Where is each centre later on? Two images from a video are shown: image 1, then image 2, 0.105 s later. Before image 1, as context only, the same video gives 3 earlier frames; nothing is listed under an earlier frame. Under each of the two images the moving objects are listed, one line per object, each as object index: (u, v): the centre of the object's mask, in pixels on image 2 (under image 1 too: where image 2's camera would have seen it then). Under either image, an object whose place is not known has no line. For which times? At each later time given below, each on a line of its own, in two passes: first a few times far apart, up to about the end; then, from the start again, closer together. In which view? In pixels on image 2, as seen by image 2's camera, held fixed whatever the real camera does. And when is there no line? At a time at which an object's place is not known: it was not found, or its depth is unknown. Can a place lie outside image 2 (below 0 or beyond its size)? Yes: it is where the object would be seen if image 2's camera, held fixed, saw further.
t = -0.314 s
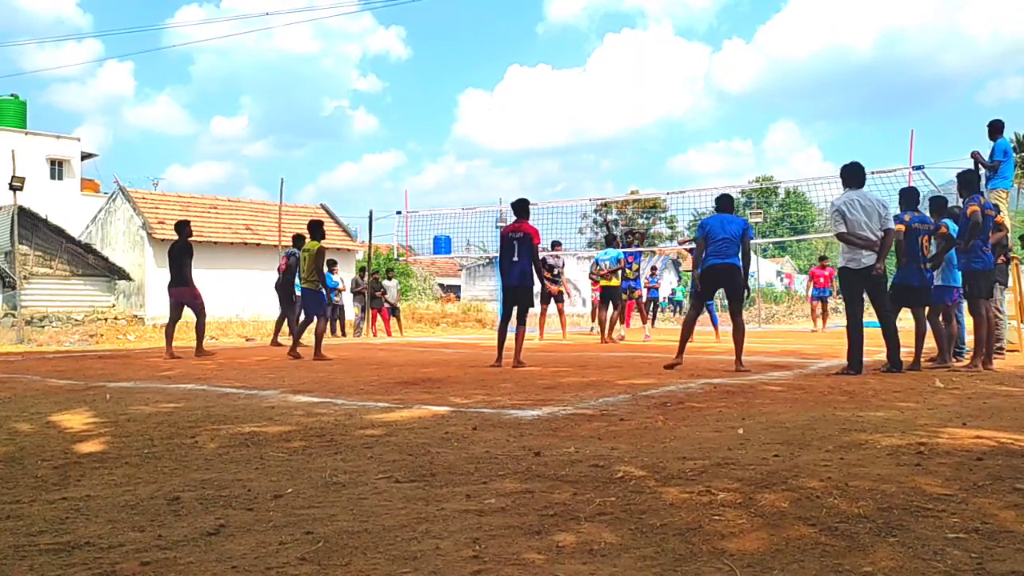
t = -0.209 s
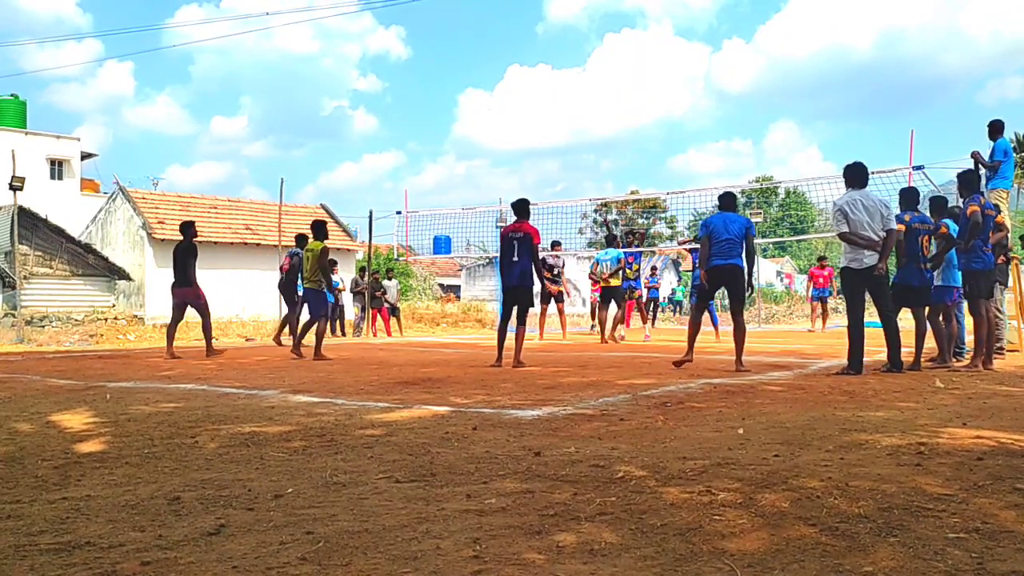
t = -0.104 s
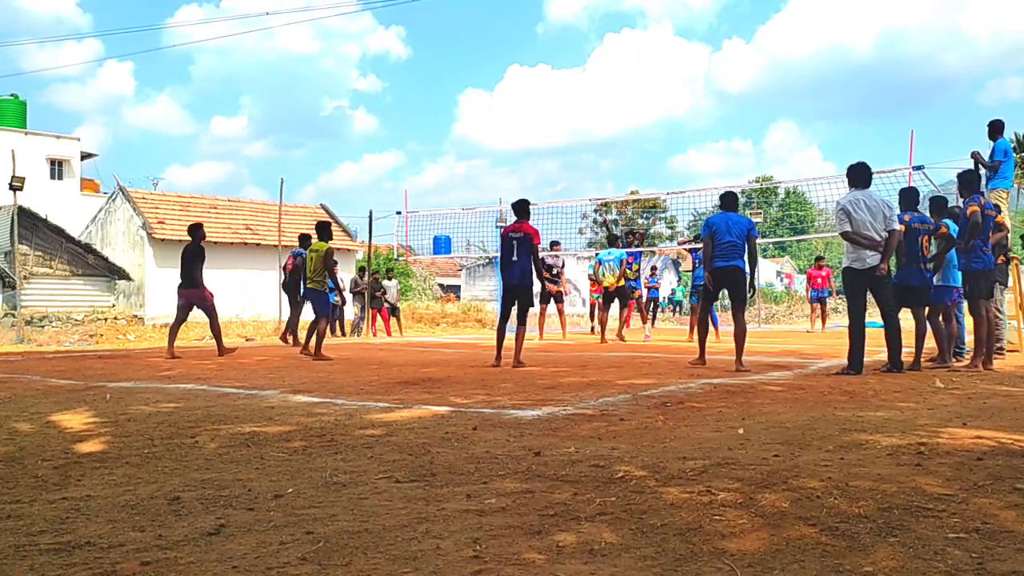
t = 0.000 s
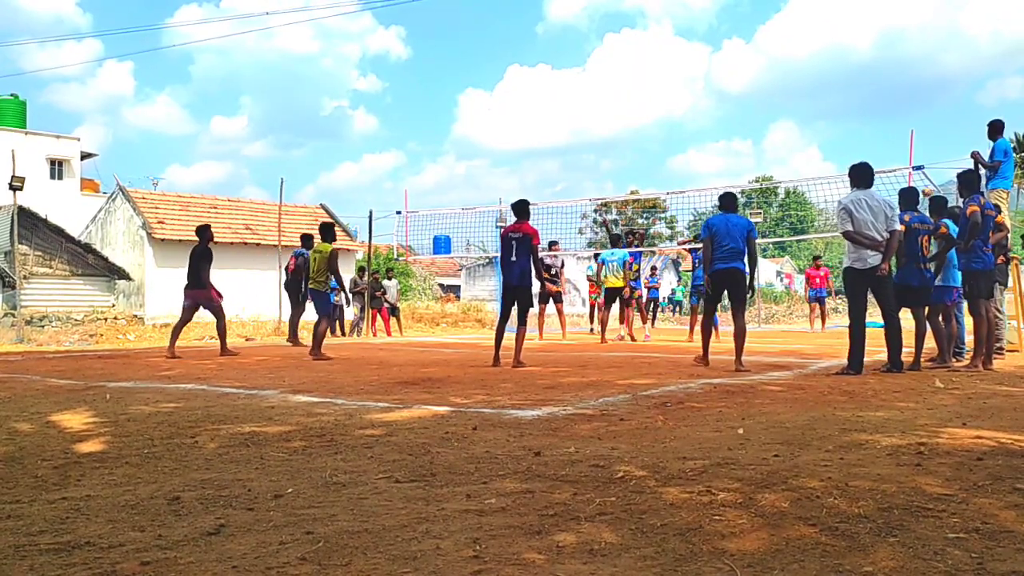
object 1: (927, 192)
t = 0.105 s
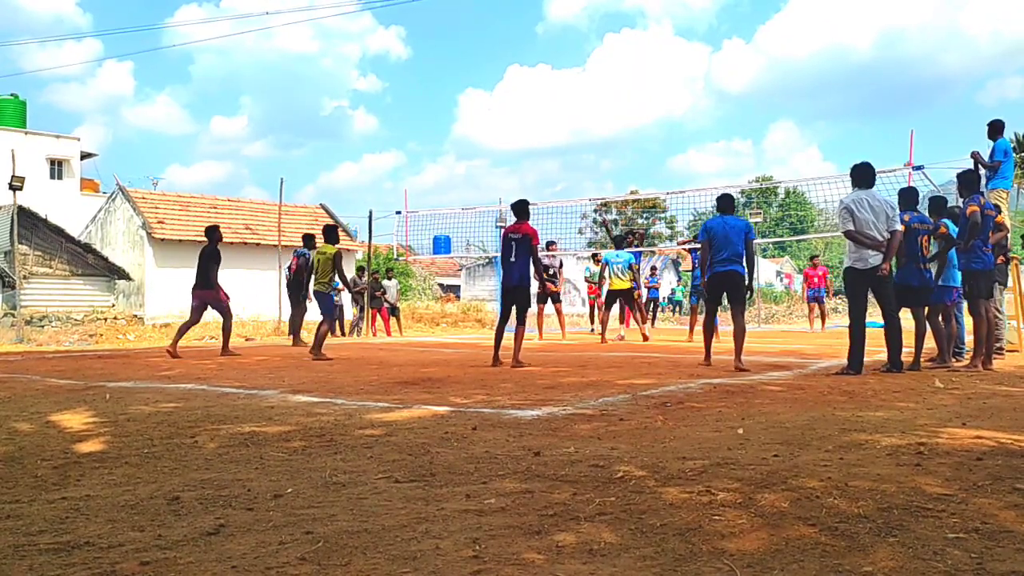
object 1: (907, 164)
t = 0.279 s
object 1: (876, 129)
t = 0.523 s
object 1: (825, 95)
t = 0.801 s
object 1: (746, 88)
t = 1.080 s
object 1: (664, 130)
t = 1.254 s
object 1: (603, 184)
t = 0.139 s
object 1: (903, 158)
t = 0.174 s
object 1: (896, 150)
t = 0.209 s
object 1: (890, 143)
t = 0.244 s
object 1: (883, 136)
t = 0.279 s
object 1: (876, 129)
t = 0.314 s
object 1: (870, 123)
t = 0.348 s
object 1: (863, 117)
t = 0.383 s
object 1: (855, 113)
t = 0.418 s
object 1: (848, 107)
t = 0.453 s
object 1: (840, 103)
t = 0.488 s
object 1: (833, 99)
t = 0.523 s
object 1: (825, 95)
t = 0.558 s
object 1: (809, 90)
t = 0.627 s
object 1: (792, 86)
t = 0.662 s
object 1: (783, 85)
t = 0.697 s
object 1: (774, 85)
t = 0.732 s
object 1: (765, 85)
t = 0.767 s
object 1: (756, 86)
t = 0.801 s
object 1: (746, 88)
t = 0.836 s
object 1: (737, 90)
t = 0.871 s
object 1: (727, 93)
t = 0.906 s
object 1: (717, 97)
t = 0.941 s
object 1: (707, 102)
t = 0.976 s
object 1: (697, 107)
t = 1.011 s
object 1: (686, 114)
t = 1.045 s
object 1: (675, 121)
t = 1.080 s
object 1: (664, 130)
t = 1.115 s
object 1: (652, 138)
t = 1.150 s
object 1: (641, 149)
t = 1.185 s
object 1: (628, 160)
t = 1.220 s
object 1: (616, 172)
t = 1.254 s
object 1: (603, 184)
